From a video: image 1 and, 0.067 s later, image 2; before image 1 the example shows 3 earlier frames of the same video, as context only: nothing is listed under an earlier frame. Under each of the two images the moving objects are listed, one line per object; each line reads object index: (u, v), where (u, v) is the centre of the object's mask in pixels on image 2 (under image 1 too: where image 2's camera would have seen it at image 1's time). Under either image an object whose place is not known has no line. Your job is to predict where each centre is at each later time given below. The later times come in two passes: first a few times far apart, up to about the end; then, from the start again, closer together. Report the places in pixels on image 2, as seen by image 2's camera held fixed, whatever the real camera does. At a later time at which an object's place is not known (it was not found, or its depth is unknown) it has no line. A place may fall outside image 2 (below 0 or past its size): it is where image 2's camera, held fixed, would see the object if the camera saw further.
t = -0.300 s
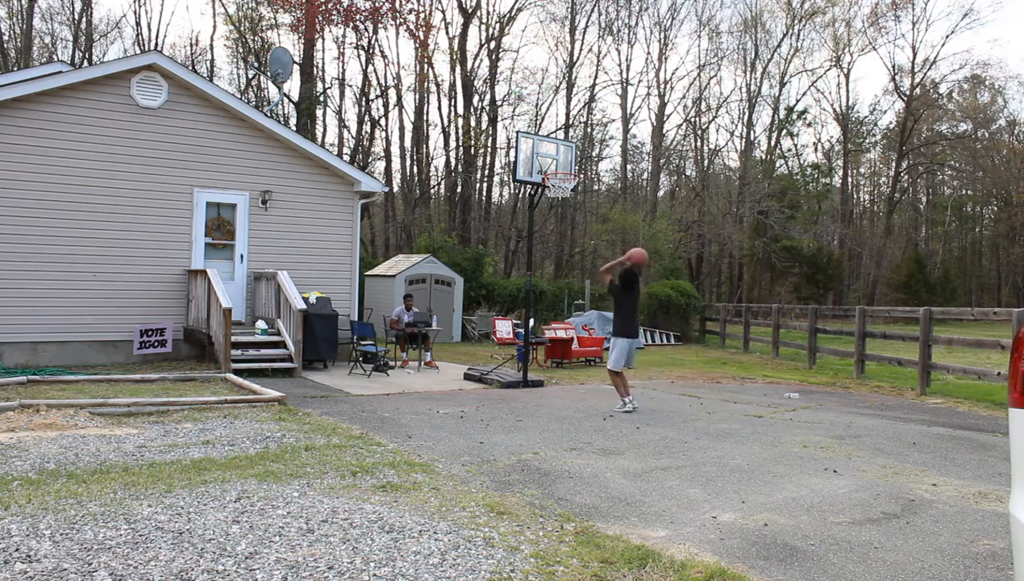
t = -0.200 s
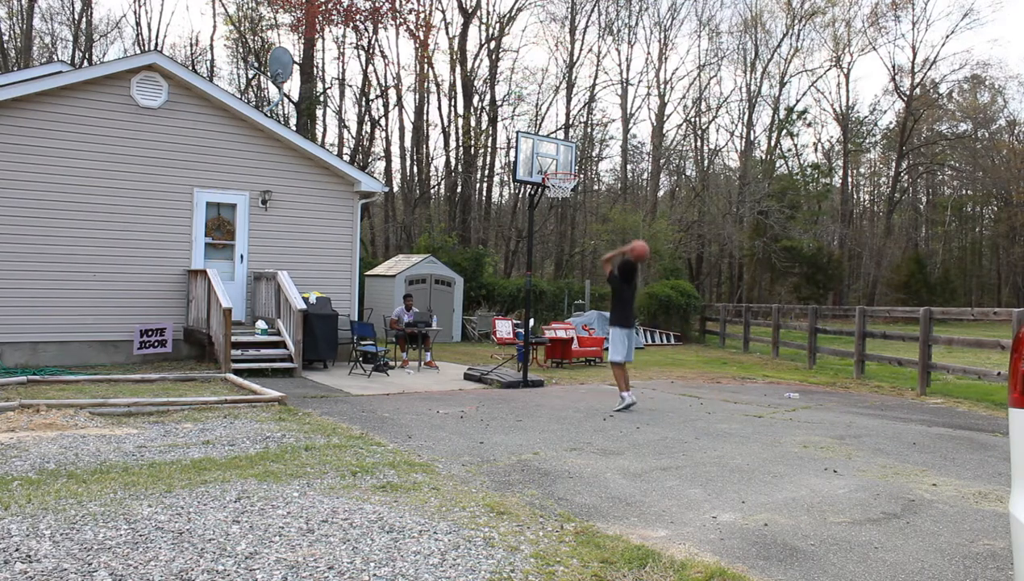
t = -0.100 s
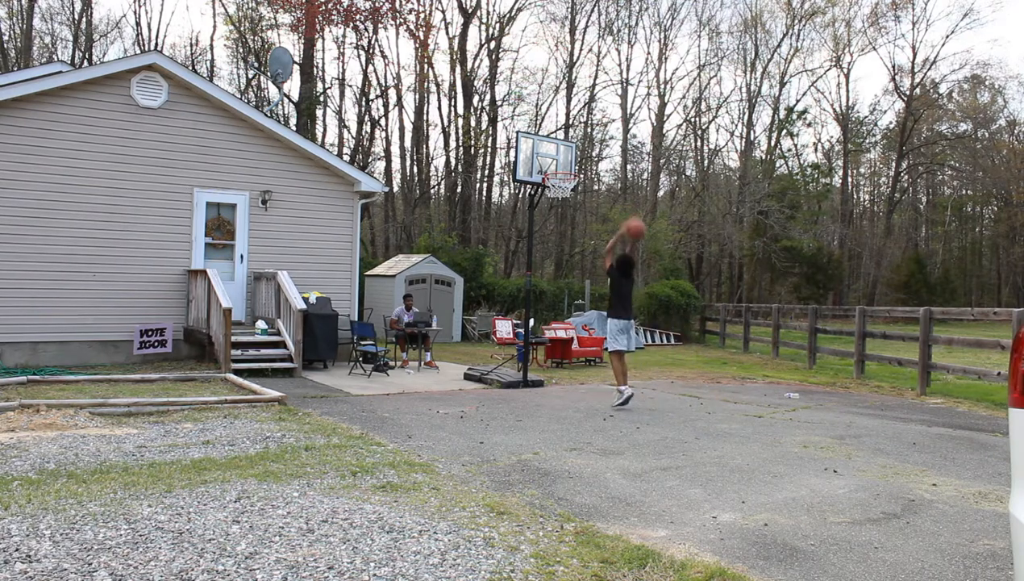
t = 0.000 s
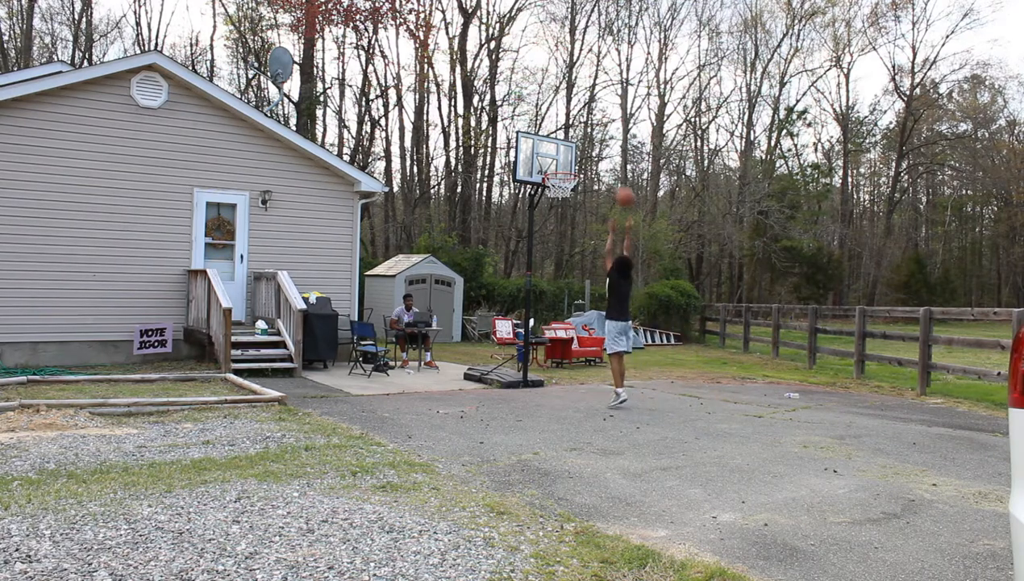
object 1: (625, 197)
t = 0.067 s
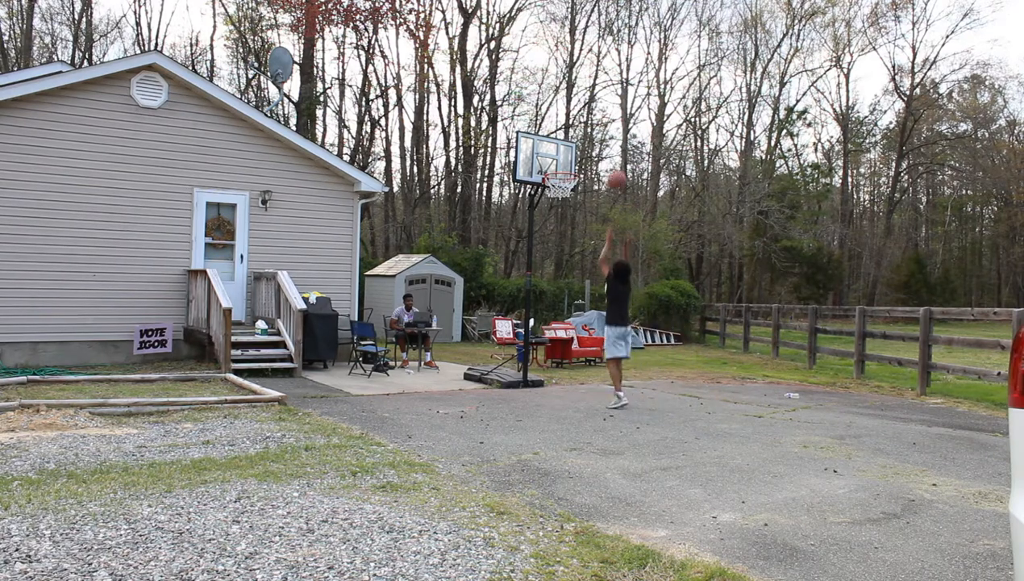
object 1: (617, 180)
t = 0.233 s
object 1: (596, 153)
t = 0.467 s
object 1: (571, 152)
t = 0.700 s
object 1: (565, 162)
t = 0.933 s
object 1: (598, 154)
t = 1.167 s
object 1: (631, 185)
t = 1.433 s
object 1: (669, 269)
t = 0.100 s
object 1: (613, 173)
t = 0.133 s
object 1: (609, 166)
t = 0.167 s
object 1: (604, 161)
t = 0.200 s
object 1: (599, 156)
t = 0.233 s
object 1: (596, 153)
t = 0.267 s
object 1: (591, 150)
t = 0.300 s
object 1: (589, 149)
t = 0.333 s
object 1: (586, 148)
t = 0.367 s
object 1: (583, 148)
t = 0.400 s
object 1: (578, 149)
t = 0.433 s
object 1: (575, 150)
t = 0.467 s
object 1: (571, 152)
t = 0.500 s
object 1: (567, 156)
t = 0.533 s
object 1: (563, 159)
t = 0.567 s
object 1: (560, 163)
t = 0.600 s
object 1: (556, 167)
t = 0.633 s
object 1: (555, 168)
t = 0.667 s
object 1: (560, 166)
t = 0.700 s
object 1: (565, 162)
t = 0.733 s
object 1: (570, 159)
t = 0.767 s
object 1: (574, 156)
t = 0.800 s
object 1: (579, 154)
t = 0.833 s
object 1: (583, 153)
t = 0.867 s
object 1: (588, 153)
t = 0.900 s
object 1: (593, 153)
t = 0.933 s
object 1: (598, 154)
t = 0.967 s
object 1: (603, 156)
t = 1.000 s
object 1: (607, 160)
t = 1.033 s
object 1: (613, 163)
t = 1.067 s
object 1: (618, 168)
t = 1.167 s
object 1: (631, 185)
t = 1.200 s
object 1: (637, 193)
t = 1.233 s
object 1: (641, 201)
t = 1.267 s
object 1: (646, 210)
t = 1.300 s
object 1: (651, 220)
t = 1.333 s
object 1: (656, 231)
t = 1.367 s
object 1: (661, 245)
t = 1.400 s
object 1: (665, 255)
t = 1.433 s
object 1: (669, 269)
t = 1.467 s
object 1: (674, 283)
